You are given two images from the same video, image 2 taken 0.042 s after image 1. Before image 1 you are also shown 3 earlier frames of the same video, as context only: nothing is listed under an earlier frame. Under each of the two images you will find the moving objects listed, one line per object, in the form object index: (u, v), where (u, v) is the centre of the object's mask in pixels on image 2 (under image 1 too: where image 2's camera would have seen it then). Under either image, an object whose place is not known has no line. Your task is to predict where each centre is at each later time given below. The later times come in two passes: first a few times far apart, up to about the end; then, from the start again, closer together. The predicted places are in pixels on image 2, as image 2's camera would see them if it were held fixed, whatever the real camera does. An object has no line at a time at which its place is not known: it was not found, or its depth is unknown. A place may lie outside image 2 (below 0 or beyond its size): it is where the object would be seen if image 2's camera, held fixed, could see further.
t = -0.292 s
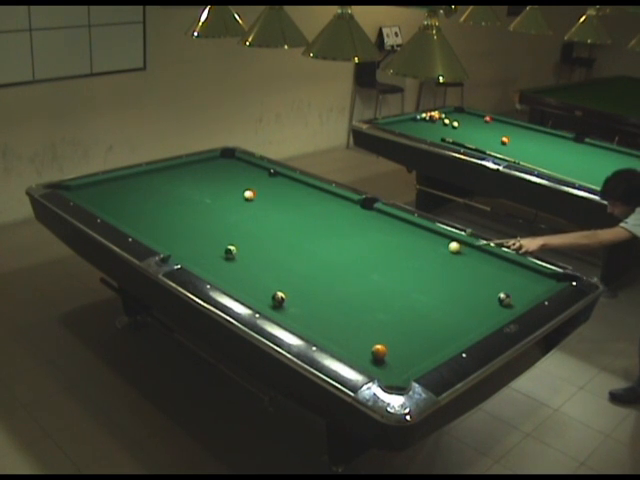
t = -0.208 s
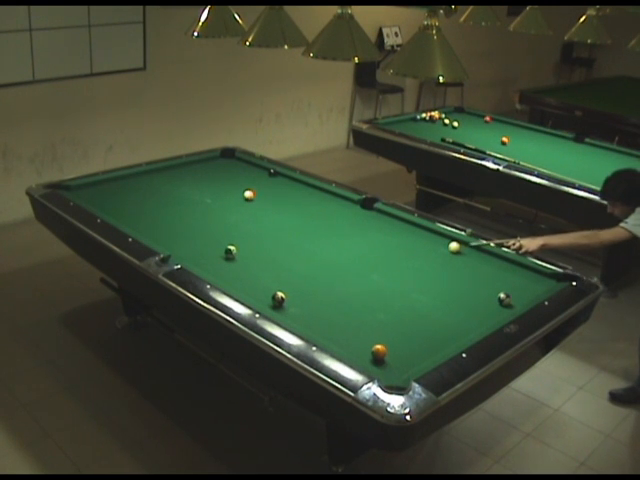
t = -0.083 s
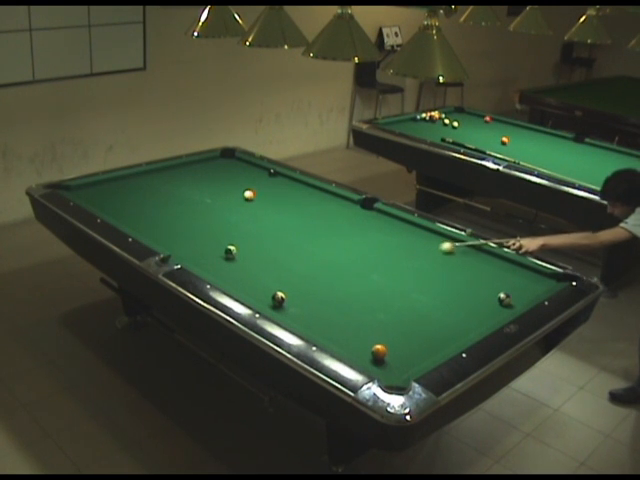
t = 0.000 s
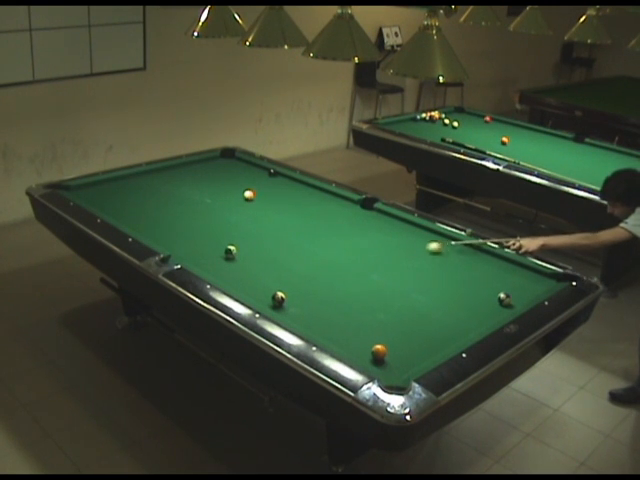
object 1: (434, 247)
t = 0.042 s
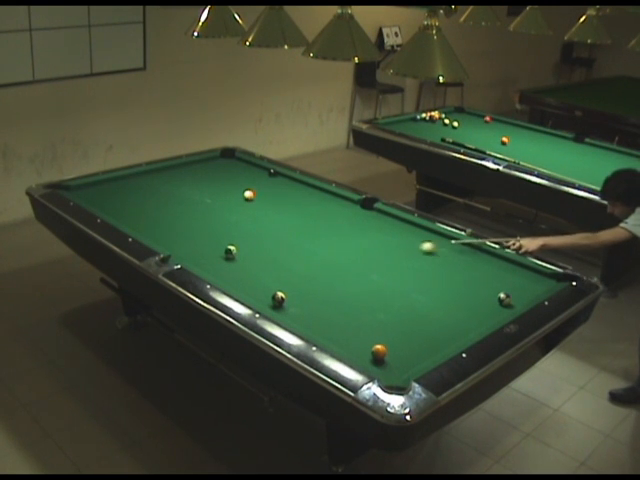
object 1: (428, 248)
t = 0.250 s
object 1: (395, 248)
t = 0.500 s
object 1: (357, 249)
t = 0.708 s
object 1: (325, 249)
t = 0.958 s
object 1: (286, 250)
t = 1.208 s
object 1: (248, 250)
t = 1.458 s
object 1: (231, 247)
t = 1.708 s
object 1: (218, 244)
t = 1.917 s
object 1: (209, 241)
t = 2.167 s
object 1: (198, 238)
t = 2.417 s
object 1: (189, 235)
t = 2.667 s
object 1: (181, 233)
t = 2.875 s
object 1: (175, 231)
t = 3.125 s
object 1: (169, 229)
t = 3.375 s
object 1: (164, 228)
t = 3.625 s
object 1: (160, 226)
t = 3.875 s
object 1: (156, 225)
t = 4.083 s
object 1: (154, 224)
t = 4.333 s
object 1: (152, 224)
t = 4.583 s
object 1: (151, 223)
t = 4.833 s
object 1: (151, 223)
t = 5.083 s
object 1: (151, 223)
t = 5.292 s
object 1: (151, 223)
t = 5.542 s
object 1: (151, 223)
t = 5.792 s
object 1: (151, 223)
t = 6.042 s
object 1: (151, 223)
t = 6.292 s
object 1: (151, 223)
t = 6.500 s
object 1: (151, 224)
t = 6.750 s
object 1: (151, 224)
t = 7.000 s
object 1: (151, 223)
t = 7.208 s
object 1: (151, 223)
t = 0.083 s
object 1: (421, 248)
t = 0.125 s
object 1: (415, 248)
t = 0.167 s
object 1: (408, 248)
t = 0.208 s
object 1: (401, 248)
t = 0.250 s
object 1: (395, 248)
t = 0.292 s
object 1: (388, 248)
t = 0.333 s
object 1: (382, 248)
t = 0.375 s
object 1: (376, 249)
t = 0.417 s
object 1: (370, 248)
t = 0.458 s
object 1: (363, 249)
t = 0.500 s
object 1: (357, 249)
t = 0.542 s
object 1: (350, 249)
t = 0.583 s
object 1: (344, 249)
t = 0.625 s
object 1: (337, 249)
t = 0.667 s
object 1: (331, 249)
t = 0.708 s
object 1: (325, 249)
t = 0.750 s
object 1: (318, 249)
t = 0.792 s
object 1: (312, 249)
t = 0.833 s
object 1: (305, 249)
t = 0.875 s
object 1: (299, 249)
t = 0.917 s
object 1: (293, 250)
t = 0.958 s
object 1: (286, 250)
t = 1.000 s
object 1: (280, 250)
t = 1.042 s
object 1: (274, 250)
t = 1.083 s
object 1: (268, 250)
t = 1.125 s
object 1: (261, 250)
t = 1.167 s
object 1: (255, 250)
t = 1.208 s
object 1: (248, 250)
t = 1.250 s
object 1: (242, 250)
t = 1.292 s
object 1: (239, 250)
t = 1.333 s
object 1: (237, 249)
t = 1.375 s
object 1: (235, 248)
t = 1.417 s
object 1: (233, 248)
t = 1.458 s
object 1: (231, 247)
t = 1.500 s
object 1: (229, 247)
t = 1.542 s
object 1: (227, 246)
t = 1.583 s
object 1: (224, 245)
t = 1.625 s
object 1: (222, 245)
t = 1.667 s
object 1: (220, 244)
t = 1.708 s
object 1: (218, 244)
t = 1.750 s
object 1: (216, 243)
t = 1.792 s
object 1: (214, 243)
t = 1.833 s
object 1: (213, 242)
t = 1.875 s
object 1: (211, 242)
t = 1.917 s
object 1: (209, 241)
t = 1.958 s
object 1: (207, 241)
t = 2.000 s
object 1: (205, 240)
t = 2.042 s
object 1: (204, 240)
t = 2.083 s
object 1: (202, 239)
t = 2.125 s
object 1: (200, 238)
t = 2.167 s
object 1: (198, 238)
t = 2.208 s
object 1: (197, 238)
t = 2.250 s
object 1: (195, 237)
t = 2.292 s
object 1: (194, 237)
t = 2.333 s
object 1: (192, 236)
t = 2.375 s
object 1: (191, 236)
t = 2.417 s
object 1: (189, 235)
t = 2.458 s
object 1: (188, 235)
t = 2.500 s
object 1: (186, 235)
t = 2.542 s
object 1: (185, 234)
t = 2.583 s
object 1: (184, 233)
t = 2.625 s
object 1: (183, 233)
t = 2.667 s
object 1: (181, 233)
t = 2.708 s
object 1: (180, 232)
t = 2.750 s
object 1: (179, 232)
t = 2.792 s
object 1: (177, 232)
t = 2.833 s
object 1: (176, 231)
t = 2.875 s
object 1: (175, 231)
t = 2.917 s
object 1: (174, 231)
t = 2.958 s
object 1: (173, 230)
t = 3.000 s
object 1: (172, 230)
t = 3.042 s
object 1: (171, 230)
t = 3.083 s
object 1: (170, 230)
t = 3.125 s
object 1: (169, 229)
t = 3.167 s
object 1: (168, 229)
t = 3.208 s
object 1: (167, 229)
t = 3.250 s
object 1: (166, 228)
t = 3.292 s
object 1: (165, 228)
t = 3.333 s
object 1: (164, 228)
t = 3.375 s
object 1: (164, 228)
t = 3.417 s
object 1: (163, 227)
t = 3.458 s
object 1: (162, 227)
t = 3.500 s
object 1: (161, 227)
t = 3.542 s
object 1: (161, 227)
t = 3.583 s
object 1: (160, 227)
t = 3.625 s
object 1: (160, 226)
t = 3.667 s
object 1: (159, 226)
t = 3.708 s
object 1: (158, 226)
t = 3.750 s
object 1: (157, 226)
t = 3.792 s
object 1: (157, 225)
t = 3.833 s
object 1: (156, 225)
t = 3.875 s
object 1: (156, 225)
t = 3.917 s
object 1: (155, 225)
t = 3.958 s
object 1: (155, 225)
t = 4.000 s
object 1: (154, 225)
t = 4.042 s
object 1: (154, 224)
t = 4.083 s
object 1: (154, 224)
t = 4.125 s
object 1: (153, 224)
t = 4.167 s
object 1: (153, 224)
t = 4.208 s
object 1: (153, 224)
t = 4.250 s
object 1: (152, 224)
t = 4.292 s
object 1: (152, 224)
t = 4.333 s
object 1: (152, 224)
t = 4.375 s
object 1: (152, 224)
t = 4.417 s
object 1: (152, 224)
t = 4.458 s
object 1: (151, 224)
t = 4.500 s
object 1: (151, 223)
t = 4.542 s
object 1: (151, 223)
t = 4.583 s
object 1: (151, 223)
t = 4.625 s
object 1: (151, 223)
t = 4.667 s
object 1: (151, 223)
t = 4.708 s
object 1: (151, 223)
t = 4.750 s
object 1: (151, 223)
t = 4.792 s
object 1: (151, 223)
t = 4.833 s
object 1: (151, 223)
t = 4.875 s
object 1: (151, 223)
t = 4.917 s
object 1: (151, 223)
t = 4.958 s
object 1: (151, 223)
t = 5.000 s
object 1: (151, 223)
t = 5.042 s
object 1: (151, 223)
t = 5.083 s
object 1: (151, 223)
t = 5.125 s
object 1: (151, 223)
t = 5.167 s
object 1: (151, 223)
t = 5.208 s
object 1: (151, 223)
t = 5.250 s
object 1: (151, 223)
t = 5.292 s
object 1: (151, 223)
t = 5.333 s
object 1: (151, 223)
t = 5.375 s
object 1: (151, 223)
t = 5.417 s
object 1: (151, 223)
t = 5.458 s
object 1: (151, 223)
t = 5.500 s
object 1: (151, 223)
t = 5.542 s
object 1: (151, 223)
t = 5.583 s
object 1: (151, 223)
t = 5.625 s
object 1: (151, 223)
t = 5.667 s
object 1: (151, 223)
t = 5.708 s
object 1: (151, 223)
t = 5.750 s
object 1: (151, 223)
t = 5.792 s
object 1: (151, 223)
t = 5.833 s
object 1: (151, 221)
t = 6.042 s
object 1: (151, 223)
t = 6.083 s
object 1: (151, 223)
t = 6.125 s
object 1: (151, 223)
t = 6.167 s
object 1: (151, 223)
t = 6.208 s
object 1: (151, 223)
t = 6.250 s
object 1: (151, 223)
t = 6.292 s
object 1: (151, 223)
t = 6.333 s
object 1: (151, 223)
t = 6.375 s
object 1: (151, 223)
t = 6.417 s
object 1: (151, 224)
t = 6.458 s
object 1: (151, 224)
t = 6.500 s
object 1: (151, 224)
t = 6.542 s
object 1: (151, 223)
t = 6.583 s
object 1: (151, 224)
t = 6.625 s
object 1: (151, 224)
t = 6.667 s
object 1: (151, 224)
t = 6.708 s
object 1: (151, 224)
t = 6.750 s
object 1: (151, 224)
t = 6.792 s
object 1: (151, 224)
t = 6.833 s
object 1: (151, 224)
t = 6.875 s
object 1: (151, 224)
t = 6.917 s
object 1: (151, 223)
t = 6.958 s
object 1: (151, 223)
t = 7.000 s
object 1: (151, 223)
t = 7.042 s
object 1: (151, 223)
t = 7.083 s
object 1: (151, 223)
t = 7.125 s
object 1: (151, 223)
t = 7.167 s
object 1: (151, 223)
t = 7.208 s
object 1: (151, 223)
